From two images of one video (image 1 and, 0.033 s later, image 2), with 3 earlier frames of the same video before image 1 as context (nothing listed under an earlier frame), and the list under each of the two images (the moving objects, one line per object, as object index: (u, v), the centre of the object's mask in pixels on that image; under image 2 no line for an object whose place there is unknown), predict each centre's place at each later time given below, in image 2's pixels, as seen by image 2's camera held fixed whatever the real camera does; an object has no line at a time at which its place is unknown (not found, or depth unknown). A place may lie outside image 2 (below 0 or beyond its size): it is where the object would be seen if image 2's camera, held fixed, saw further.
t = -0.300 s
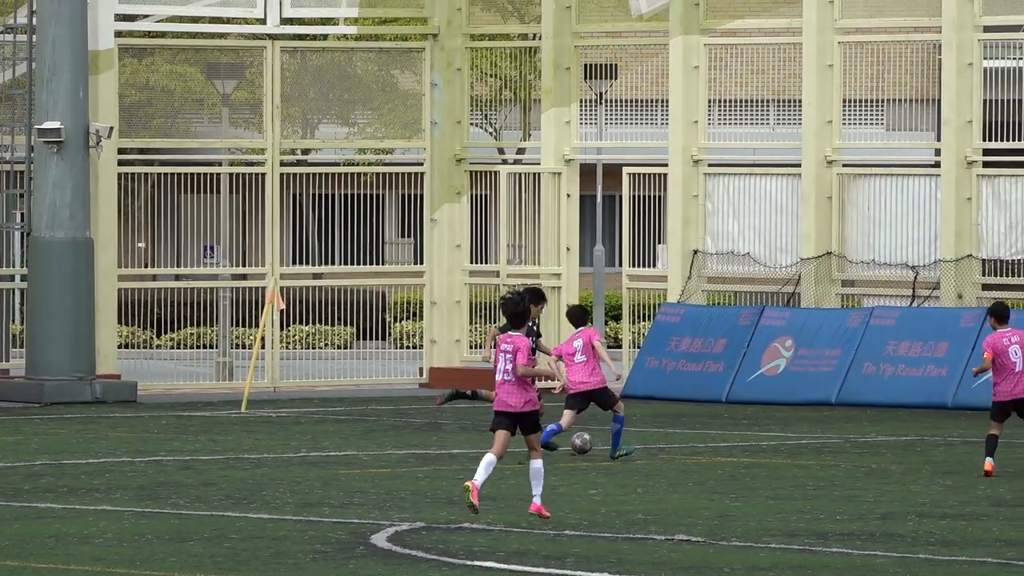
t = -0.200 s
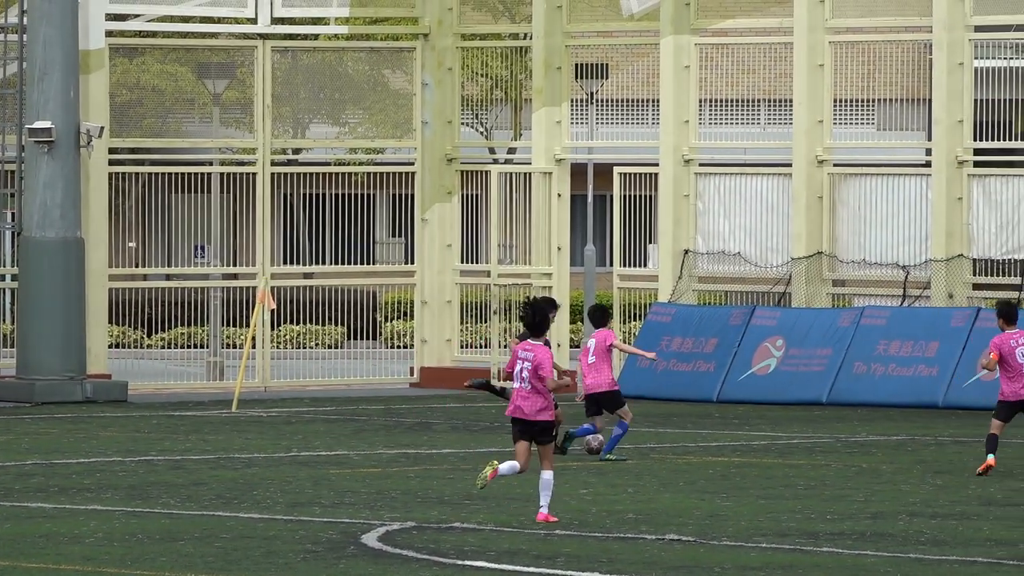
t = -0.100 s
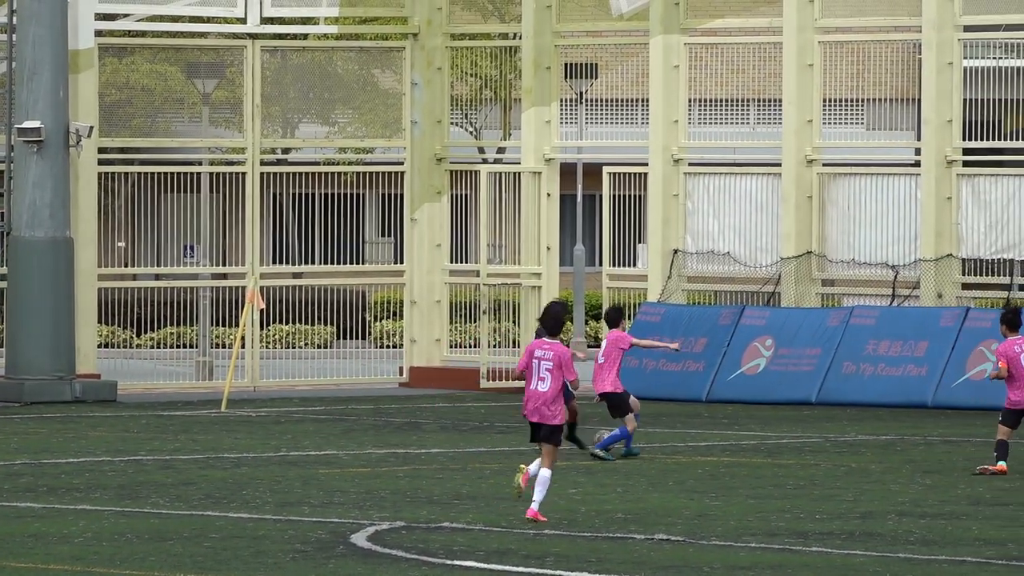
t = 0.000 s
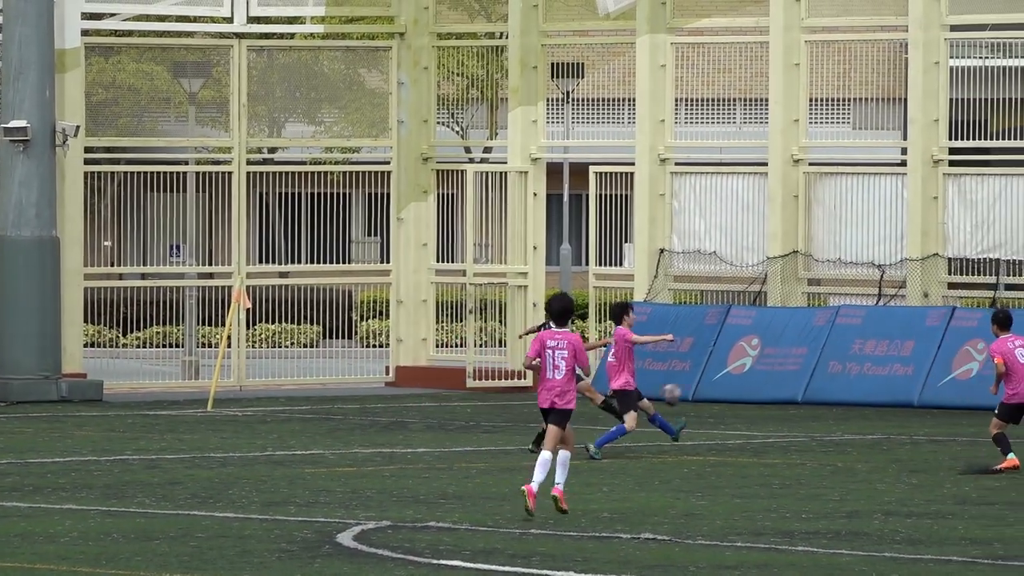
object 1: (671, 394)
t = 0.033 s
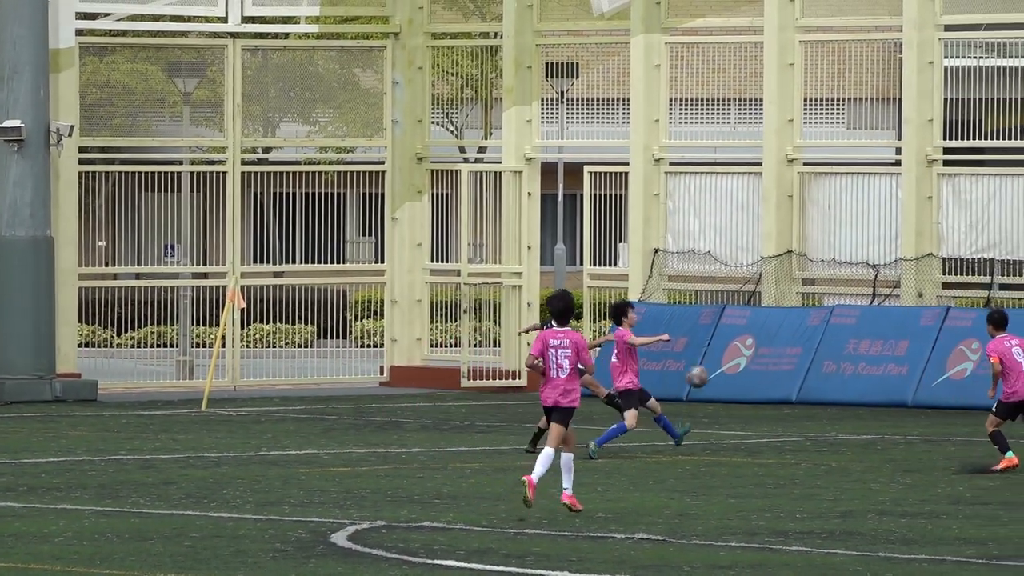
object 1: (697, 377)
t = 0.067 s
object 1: (728, 361)
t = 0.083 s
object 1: (746, 350)
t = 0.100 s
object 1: (761, 342)
